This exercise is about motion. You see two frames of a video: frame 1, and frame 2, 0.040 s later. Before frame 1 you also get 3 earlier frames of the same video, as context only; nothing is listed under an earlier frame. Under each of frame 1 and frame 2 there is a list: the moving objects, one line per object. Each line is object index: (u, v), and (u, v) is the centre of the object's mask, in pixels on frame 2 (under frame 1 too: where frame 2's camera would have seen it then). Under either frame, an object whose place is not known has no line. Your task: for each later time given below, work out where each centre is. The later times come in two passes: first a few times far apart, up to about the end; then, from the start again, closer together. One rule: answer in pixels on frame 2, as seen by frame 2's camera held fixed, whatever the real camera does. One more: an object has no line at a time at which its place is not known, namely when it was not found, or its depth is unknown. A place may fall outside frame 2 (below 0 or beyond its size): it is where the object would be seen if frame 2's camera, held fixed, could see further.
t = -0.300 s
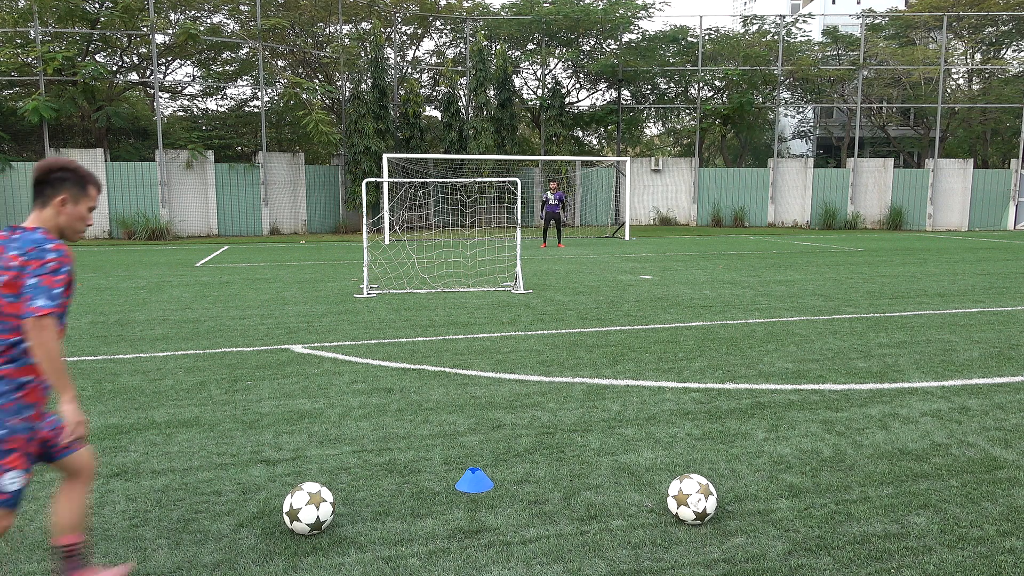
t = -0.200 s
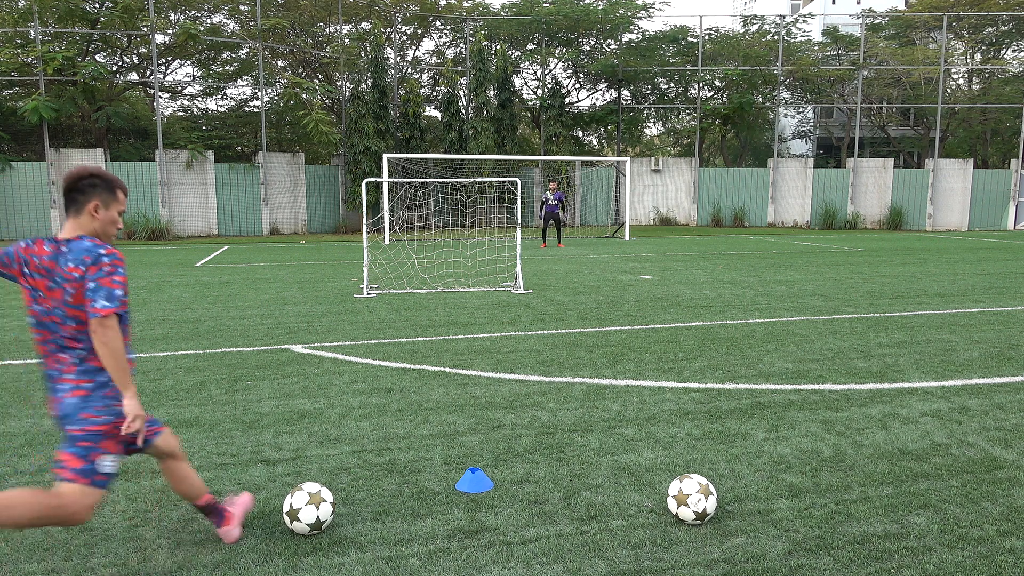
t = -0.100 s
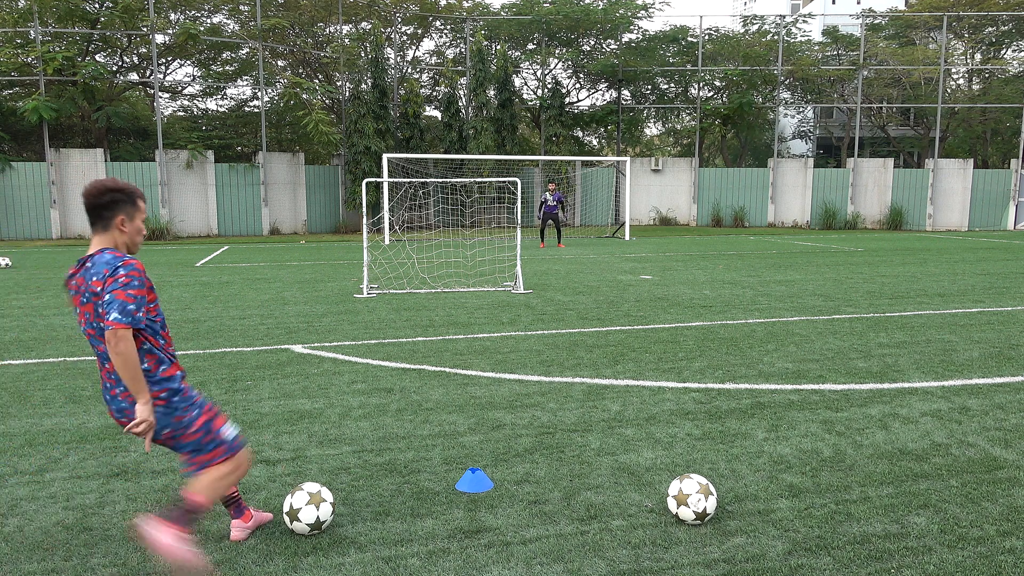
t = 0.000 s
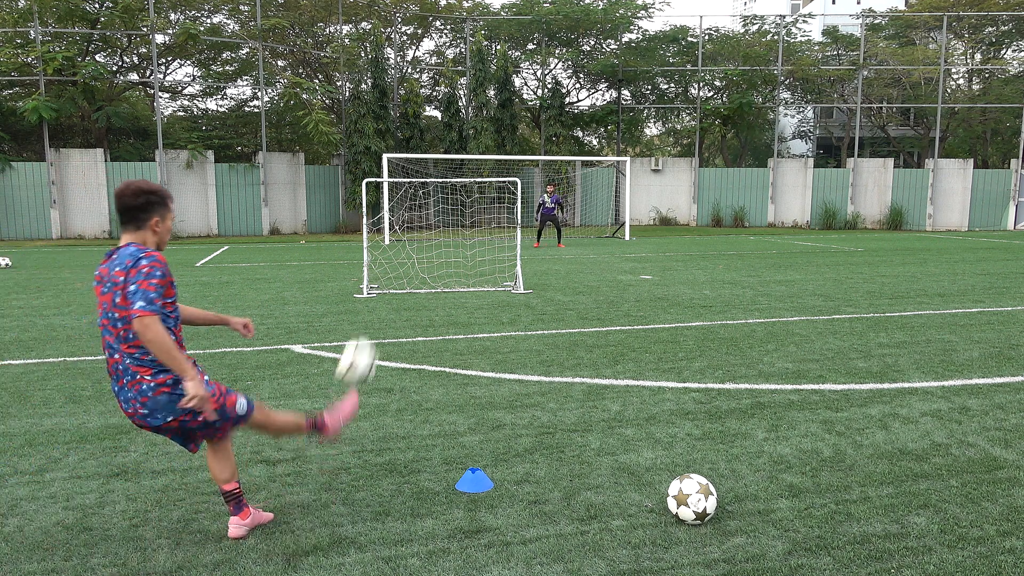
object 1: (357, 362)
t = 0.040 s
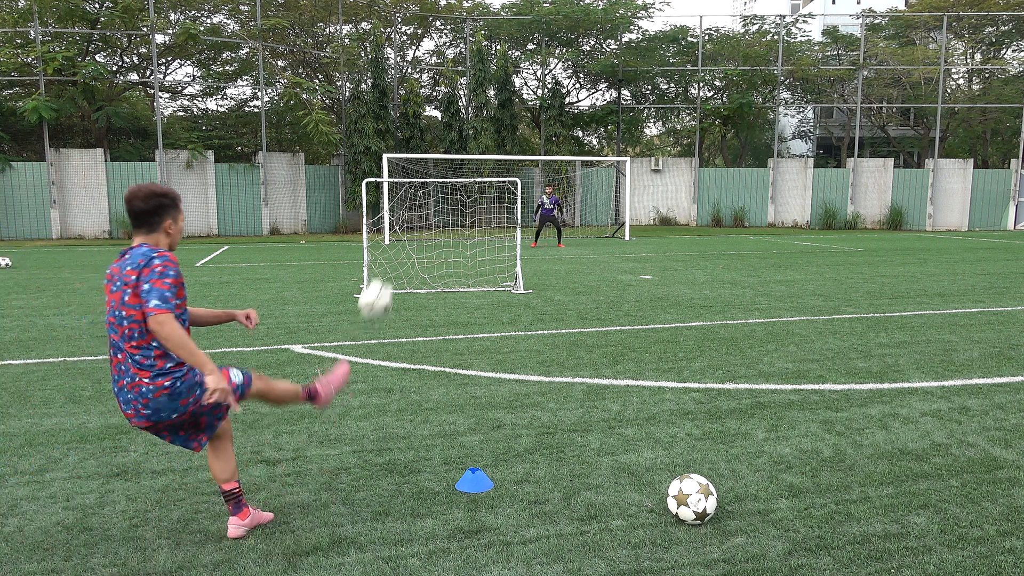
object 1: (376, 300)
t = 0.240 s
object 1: (411, 161)
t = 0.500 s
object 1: (411, 131)
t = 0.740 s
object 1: (401, 145)
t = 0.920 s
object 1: (391, 167)
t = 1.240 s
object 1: (419, 205)
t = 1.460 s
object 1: (461, 252)
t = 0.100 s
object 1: (394, 234)
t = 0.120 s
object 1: (399, 219)
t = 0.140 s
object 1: (401, 206)
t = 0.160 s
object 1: (404, 194)
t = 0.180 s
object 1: (407, 184)
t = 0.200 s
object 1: (409, 176)
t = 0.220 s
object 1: (410, 168)
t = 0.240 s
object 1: (411, 161)
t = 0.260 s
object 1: (412, 155)
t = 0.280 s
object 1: (413, 150)
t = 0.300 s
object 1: (413, 146)
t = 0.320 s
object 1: (414, 143)
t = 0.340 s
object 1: (414, 140)
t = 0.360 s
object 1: (414, 138)
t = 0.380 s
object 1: (414, 135)
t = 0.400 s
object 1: (413, 134)
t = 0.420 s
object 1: (413, 132)
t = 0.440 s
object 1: (413, 132)
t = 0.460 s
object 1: (412, 131)
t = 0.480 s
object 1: (411, 131)
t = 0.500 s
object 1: (411, 131)
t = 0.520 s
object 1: (410, 131)
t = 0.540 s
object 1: (410, 131)
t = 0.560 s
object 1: (409, 132)
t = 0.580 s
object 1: (408, 133)
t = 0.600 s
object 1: (407, 134)
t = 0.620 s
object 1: (406, 135)
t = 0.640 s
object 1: (406, 137)
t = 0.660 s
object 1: (404, 138)
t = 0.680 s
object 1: (404, 140)
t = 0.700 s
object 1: (403, 141)
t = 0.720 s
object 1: (402, 143)
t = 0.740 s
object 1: (401, 145)
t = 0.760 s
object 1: (400, 147)
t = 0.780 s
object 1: (398, 149)
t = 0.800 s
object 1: (397, 152)
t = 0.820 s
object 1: (396, 153)
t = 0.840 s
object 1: (396, 156)
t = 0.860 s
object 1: (394, 159)
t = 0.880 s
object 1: (393, 161)
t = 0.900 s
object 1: (392, 164)
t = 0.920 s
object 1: (391, 167)
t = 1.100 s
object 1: (397, 188)
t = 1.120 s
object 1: (400, 190)
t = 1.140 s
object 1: (403, 192)
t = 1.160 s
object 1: (406, 194)
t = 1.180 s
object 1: (409, 197)
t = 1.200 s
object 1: (412, 199)
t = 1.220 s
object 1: (416, 202)
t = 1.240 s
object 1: (419, 205)
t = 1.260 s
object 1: (422, 208)
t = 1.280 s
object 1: (426, 212)
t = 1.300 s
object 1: (430, 216)
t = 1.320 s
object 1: (434, 220)
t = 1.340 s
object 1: (437, 225)
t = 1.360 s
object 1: (441, 229)
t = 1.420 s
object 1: (453, 245)
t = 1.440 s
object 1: (457, 250)
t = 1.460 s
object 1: (461, 252)
